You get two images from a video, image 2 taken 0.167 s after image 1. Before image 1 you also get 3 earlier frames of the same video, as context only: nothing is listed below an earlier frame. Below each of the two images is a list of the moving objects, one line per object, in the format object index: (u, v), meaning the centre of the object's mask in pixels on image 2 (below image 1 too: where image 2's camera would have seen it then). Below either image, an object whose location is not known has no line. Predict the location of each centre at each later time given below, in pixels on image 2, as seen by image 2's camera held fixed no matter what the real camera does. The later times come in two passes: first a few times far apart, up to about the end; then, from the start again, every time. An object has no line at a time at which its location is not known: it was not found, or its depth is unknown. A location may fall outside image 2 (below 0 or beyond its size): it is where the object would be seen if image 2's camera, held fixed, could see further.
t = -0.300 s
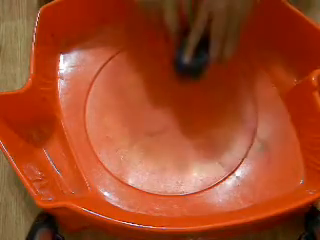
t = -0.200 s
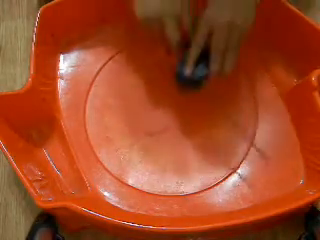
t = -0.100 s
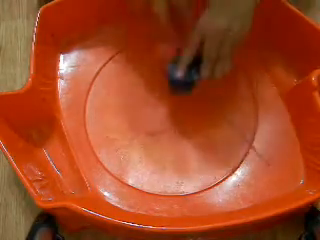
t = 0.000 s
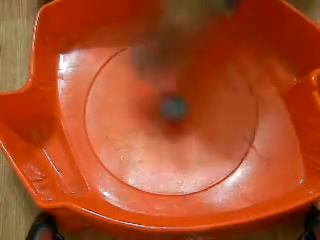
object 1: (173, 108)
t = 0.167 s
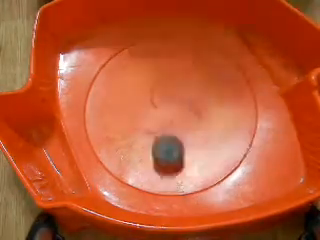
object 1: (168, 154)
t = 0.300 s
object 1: (158, 158)
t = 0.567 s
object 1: (127, 147)
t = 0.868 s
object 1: (133, 116)
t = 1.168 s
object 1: (175, 106)
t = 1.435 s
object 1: (208, 118)
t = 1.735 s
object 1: (215, 138)
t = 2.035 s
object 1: (189, 136)
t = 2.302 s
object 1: (176, 106)
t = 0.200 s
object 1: (167, 155)
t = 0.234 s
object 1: (165, 159)
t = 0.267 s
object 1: (162, 157)
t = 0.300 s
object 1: (158, 158)
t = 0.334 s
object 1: (154, 158)
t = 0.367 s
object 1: (149, 157)
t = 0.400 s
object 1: (145, 155)
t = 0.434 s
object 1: (141, 154)
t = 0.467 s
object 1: (137, 152)
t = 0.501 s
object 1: (133, 151)
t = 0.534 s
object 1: (130, 149)
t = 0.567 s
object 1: (127, 147)
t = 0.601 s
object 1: (125, 144)
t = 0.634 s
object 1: (124, 141)
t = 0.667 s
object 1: (123, 138)
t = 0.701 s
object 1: (123, 135)
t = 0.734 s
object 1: (124, 131)
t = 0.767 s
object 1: (126, 127)
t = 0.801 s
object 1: (128, 123)
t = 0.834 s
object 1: (130, 119)
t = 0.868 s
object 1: (133, 116)
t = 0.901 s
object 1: (138, 112)
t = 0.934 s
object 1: (143, 109)
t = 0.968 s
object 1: (148, 108)
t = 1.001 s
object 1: (153, 107)
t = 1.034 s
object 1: (158, 107)
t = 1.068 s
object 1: (161, 106)
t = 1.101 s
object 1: (165, 106)
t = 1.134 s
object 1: (171, 106)
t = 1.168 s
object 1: (175, 106)
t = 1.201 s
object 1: (180, 105)
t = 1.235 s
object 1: (186, 106)
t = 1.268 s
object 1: (191, 108)
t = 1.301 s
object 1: (196, 109)
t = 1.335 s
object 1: (200, 111)
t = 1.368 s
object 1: (203, 113)
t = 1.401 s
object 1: (206, 116)
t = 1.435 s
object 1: (208, 118)
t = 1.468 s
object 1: (211, 121)
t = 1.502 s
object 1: (213, 124)
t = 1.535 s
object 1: (215, 127)
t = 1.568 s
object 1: (216, 129)
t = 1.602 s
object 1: (216, 131)
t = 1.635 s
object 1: (217, 133)
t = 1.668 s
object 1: (216, 136)
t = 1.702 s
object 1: (216, 137)
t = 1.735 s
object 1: (215, 138)
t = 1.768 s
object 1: (213, 140)
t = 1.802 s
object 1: (211, 141)
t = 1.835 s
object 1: (208, 141)
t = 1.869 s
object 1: (205, 141)
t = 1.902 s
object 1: (202, 141)
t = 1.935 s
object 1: (199, 141)
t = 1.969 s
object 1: (196, 140)
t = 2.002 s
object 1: (192, 138)
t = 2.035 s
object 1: (189, 136)
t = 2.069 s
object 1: (186, 134)
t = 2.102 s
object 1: (184, 131)
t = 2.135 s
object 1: (181, 127)
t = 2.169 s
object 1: (180, 124)
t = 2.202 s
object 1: (178, 119)
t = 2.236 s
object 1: (177, 115)
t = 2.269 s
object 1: (176, 111)
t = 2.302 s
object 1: (176, 106)
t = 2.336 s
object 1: (175, 102)
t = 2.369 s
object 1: (174, 98)
